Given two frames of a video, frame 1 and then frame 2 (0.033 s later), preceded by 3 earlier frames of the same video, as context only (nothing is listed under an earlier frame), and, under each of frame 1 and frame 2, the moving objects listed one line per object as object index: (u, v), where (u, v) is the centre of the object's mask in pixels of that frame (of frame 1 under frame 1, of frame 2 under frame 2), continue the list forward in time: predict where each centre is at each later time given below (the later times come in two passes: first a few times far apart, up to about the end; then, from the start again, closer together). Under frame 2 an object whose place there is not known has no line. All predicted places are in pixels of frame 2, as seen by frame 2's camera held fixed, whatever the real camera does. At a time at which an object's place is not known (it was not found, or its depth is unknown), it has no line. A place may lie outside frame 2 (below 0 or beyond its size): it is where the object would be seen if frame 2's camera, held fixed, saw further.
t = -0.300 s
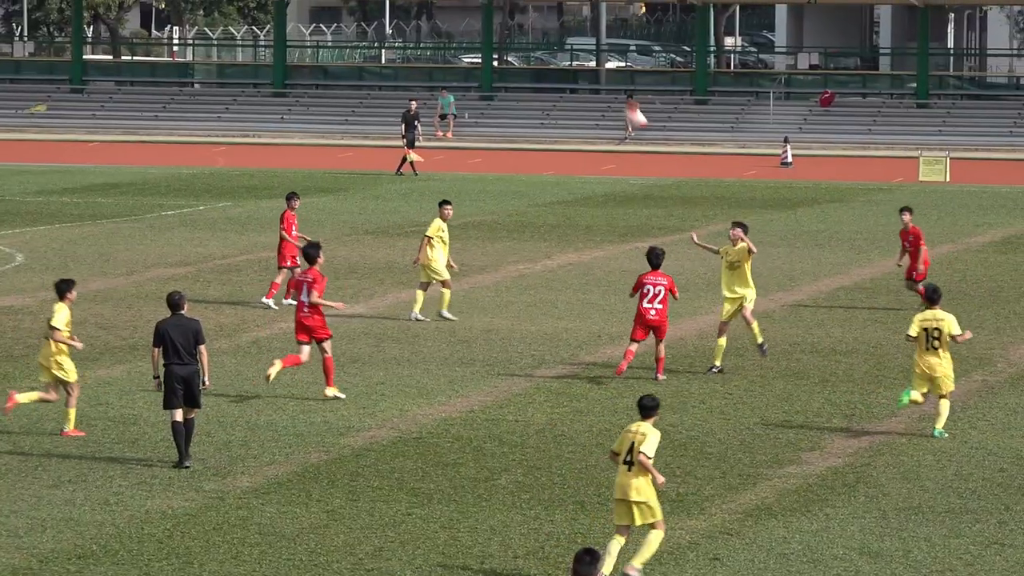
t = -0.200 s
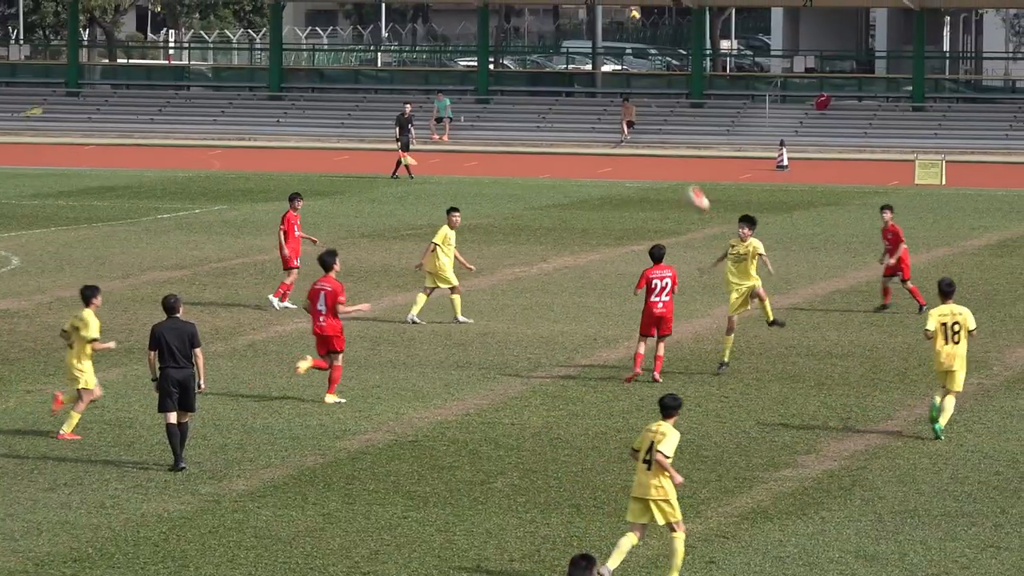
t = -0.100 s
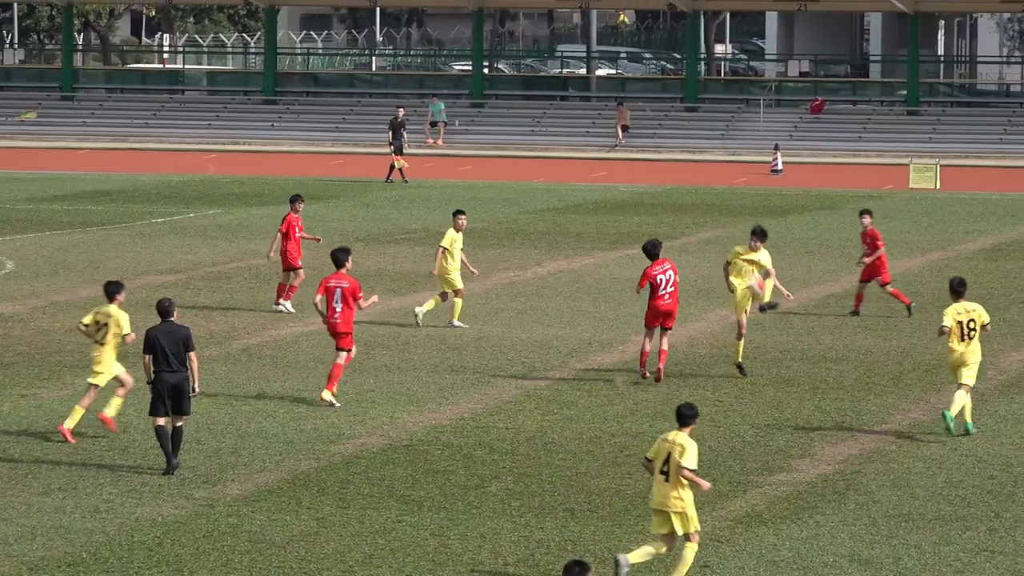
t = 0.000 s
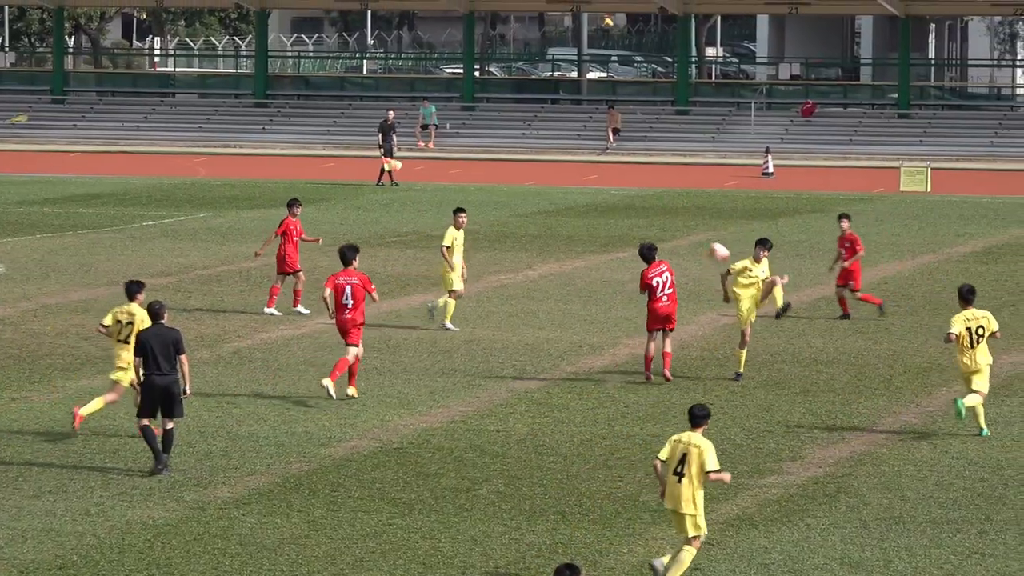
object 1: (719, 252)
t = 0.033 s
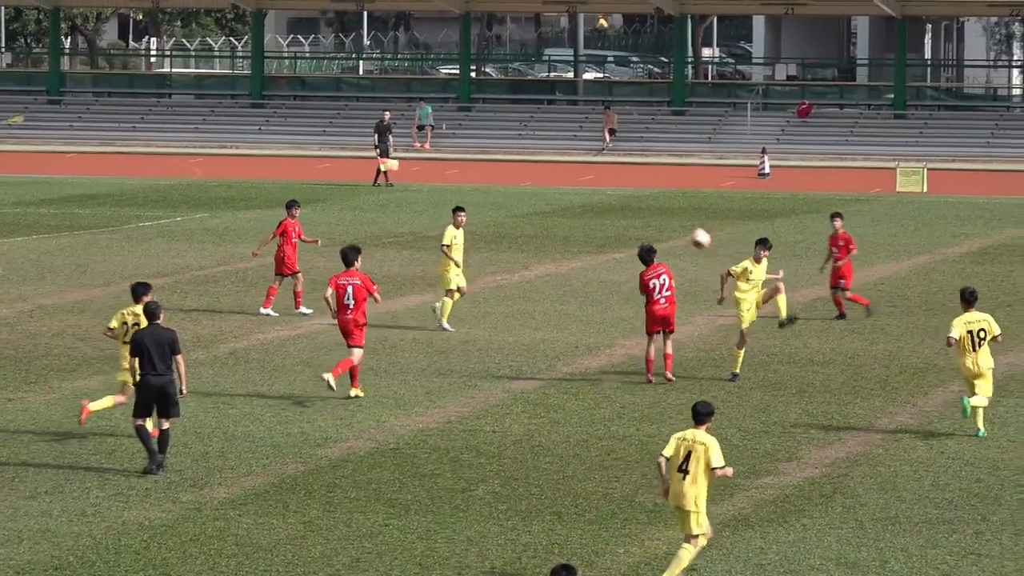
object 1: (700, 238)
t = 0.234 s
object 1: (617, 168)
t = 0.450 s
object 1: (524, 129)
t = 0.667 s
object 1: (433, 132)
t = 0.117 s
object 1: (667, 205)
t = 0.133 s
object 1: (660, 198)
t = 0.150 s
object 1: (653, 193)
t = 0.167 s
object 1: (646, 187)
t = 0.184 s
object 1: (639, 182)
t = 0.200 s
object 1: (631, 176)
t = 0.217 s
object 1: (624, 172)
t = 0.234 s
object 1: (617, 168)
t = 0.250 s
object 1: (610, 163)
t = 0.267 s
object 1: (602, 159)
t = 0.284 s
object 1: (595, 156)
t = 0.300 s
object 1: (588, 152)
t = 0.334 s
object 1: (575, 145)
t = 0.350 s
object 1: (568, 142)
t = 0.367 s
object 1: (560, 139)
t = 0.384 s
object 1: (553, 137)
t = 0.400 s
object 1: (547, 134)
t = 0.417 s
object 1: (539, 132)
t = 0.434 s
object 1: (532, 131)
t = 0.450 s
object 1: (524, 129)
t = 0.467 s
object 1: (517, 128)
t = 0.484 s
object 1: (510, 127)
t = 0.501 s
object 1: (503, 126)
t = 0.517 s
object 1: (497, 126)
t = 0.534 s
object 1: (489, 125)
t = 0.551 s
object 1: (482, 125)
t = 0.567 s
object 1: (475, 126)
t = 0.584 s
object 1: (469, 126)
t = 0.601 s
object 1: (461, 126)
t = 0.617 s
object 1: (454, 127)
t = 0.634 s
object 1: (447, 129)
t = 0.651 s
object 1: (441, 130)
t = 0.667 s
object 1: (433, 132)
